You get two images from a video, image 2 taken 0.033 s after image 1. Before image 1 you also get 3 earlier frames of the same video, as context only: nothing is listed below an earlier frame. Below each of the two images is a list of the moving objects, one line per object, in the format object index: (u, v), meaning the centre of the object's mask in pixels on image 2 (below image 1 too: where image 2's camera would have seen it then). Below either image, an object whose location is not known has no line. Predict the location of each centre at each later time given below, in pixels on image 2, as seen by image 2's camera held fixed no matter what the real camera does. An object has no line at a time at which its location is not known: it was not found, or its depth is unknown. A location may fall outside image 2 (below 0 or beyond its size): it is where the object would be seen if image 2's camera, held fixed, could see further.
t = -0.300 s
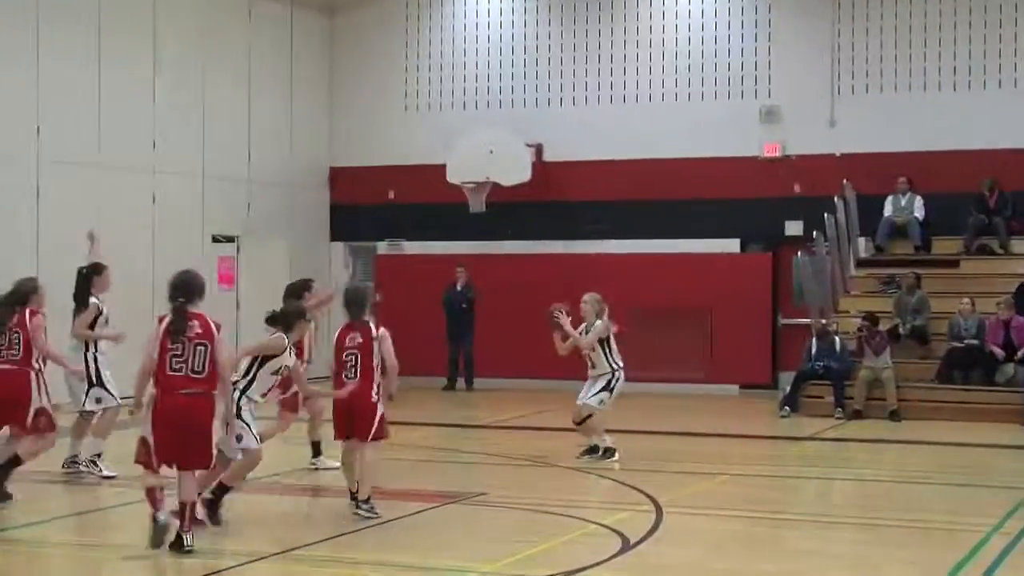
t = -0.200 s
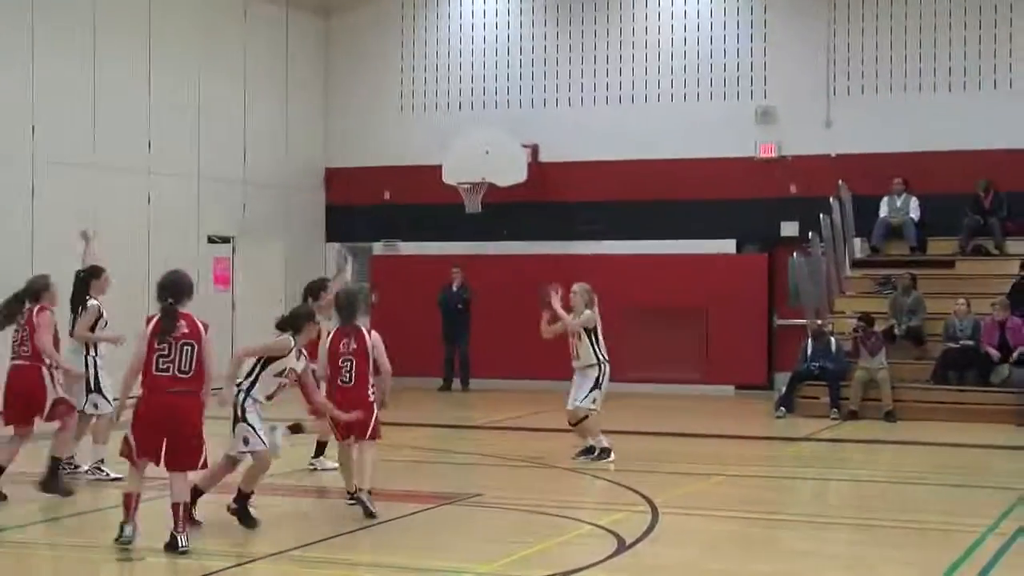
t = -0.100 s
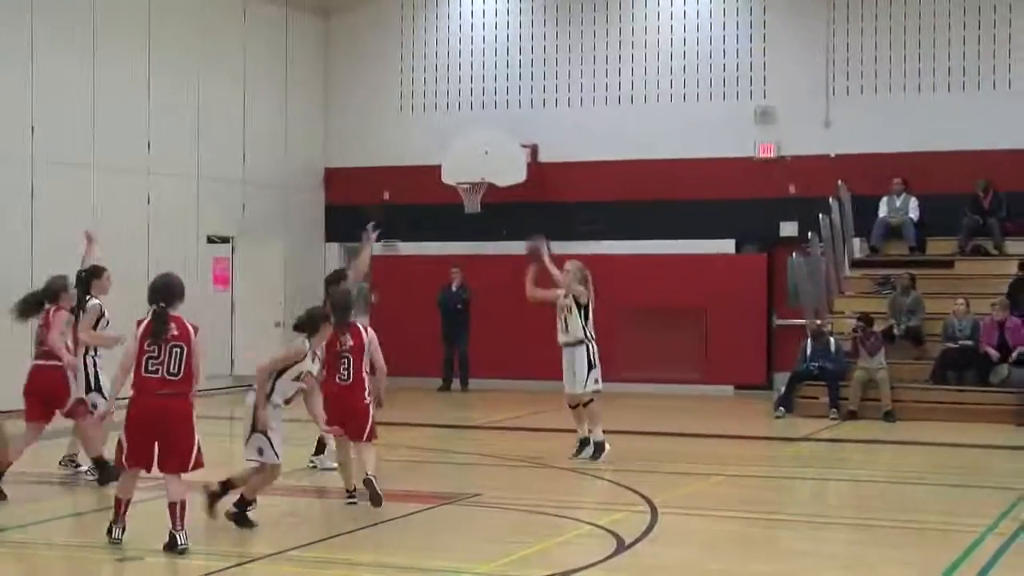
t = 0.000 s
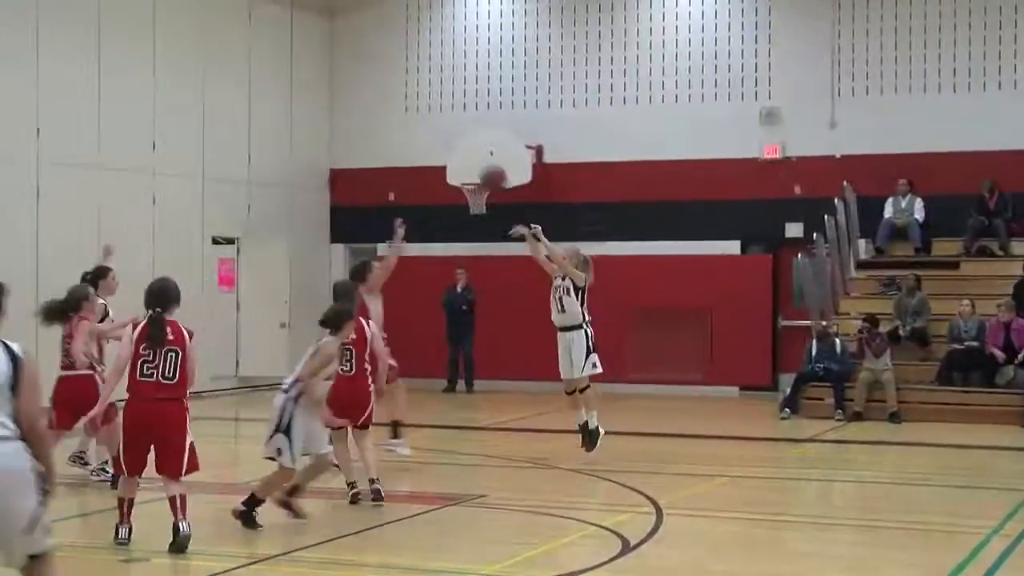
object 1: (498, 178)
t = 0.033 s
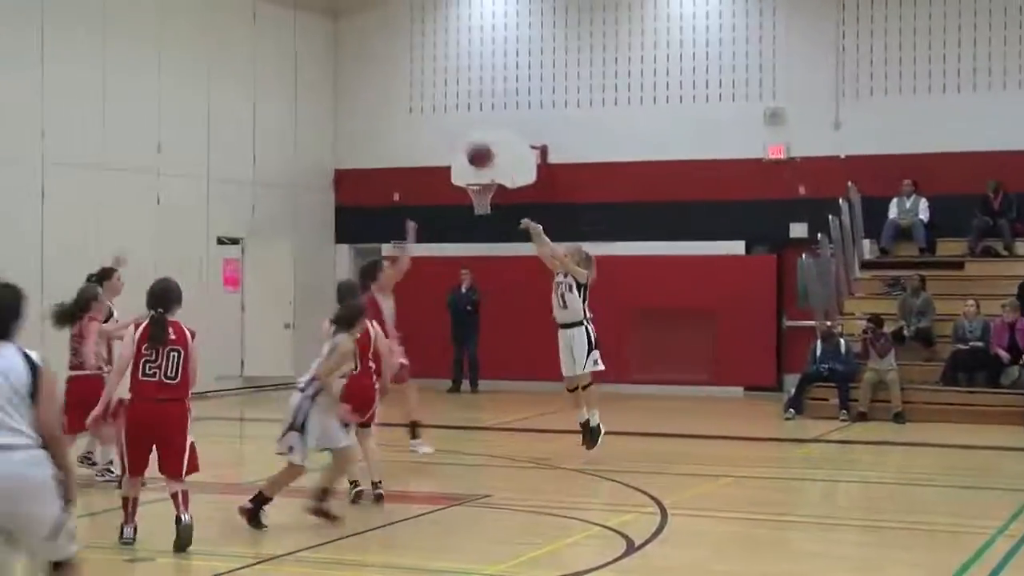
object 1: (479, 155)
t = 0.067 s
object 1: (461, 134)
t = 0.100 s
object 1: (443, 113)
